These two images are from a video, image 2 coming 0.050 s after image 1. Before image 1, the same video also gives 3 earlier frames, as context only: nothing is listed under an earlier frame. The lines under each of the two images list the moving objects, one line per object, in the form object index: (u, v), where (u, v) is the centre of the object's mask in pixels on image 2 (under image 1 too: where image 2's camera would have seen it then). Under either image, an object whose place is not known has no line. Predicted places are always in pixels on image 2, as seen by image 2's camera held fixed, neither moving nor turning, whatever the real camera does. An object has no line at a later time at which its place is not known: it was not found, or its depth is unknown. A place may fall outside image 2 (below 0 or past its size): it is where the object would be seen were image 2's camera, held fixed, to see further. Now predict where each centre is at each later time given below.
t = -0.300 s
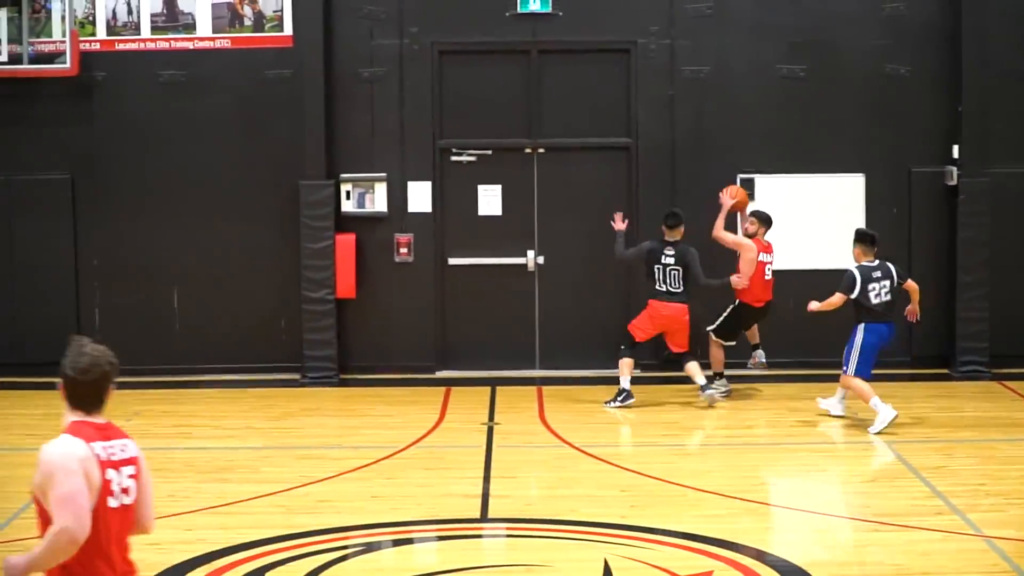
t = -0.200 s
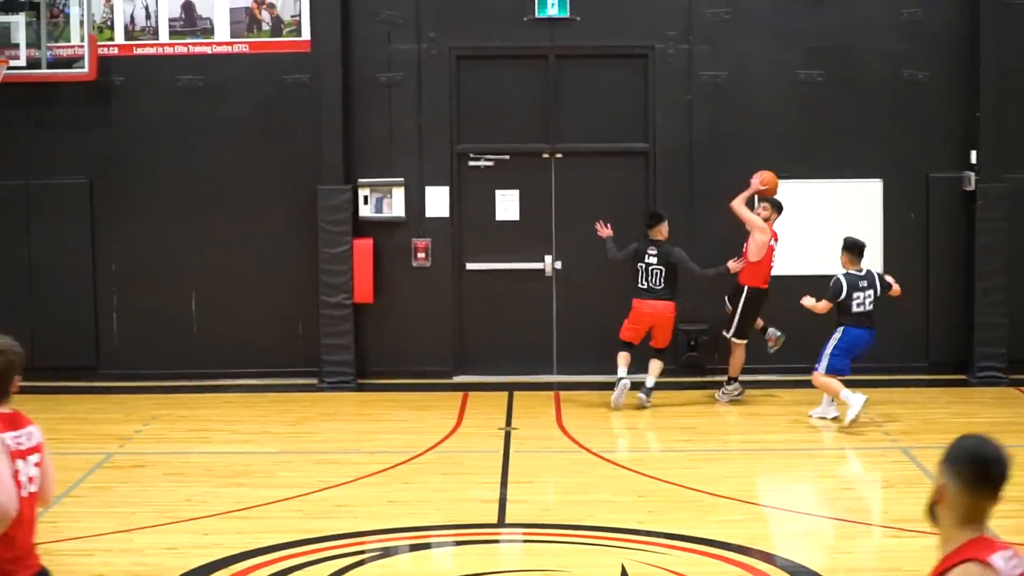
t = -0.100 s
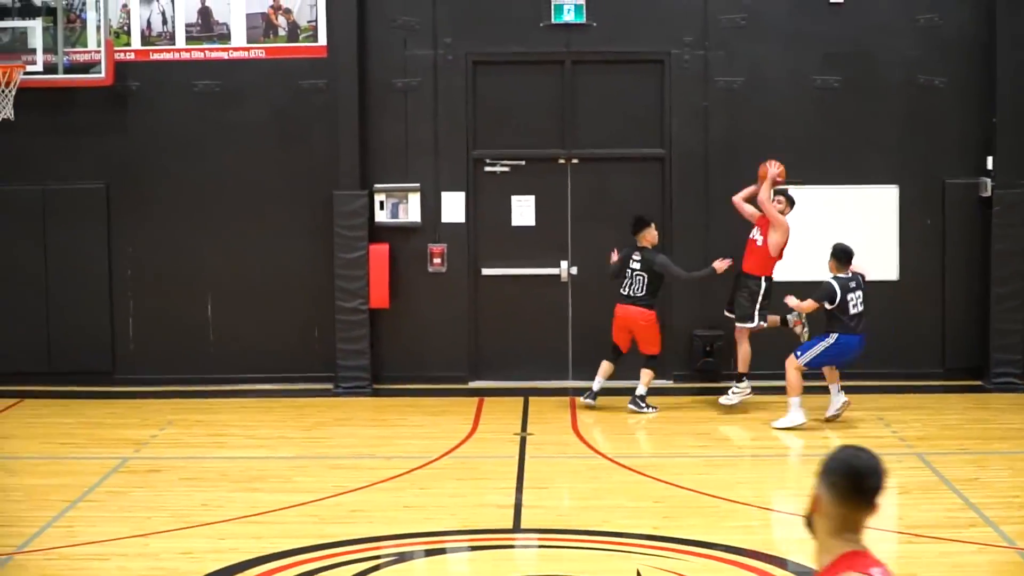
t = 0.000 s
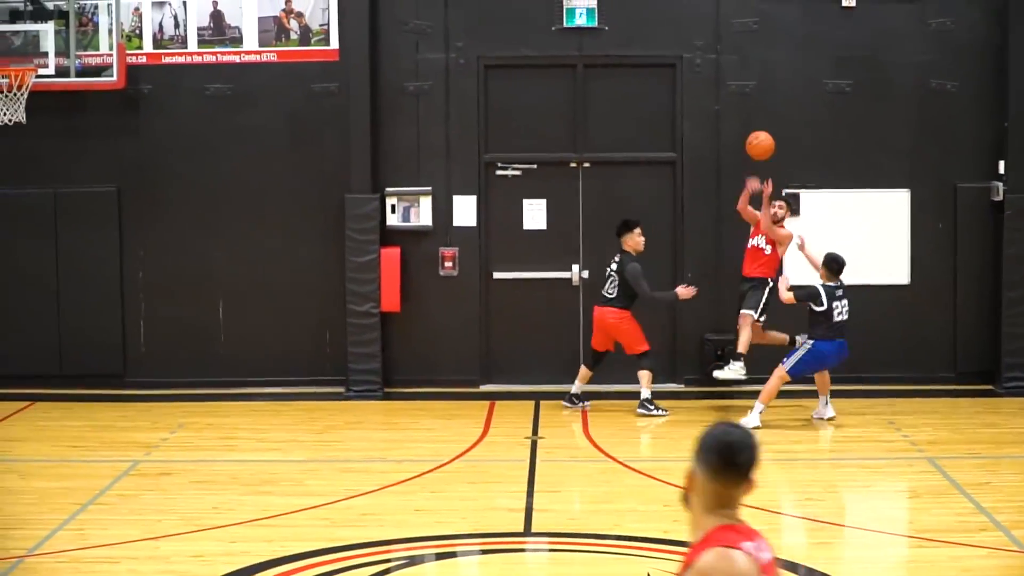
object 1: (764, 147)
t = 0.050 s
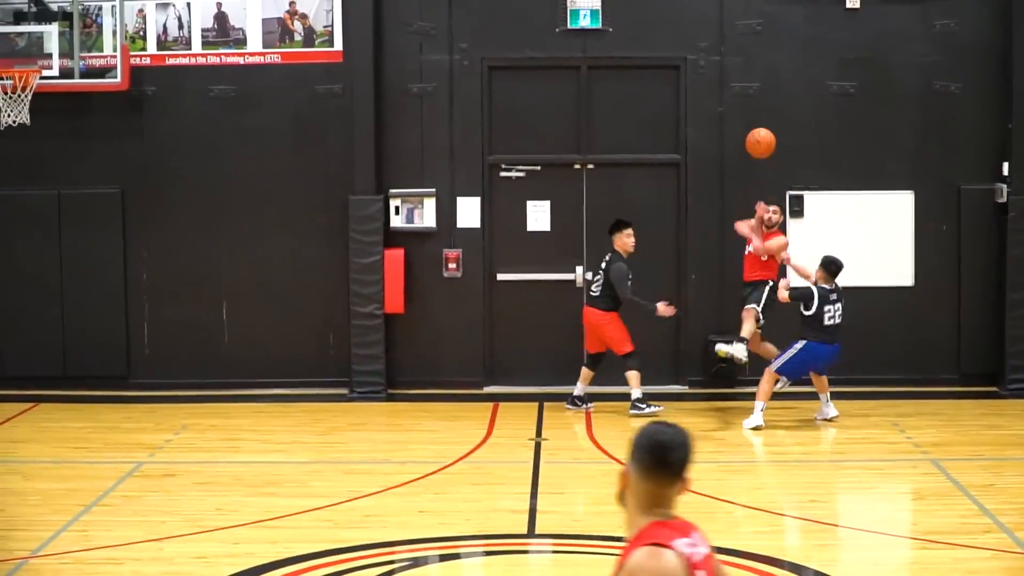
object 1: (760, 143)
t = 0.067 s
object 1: (759, 142)
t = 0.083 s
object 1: (758, 141)
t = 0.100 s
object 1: (757, 141)
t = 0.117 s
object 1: (756, 141)
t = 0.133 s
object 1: (754, 142)
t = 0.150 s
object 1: (753, 143)
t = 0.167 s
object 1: (752, 144)
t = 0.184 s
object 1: (751, 145)
